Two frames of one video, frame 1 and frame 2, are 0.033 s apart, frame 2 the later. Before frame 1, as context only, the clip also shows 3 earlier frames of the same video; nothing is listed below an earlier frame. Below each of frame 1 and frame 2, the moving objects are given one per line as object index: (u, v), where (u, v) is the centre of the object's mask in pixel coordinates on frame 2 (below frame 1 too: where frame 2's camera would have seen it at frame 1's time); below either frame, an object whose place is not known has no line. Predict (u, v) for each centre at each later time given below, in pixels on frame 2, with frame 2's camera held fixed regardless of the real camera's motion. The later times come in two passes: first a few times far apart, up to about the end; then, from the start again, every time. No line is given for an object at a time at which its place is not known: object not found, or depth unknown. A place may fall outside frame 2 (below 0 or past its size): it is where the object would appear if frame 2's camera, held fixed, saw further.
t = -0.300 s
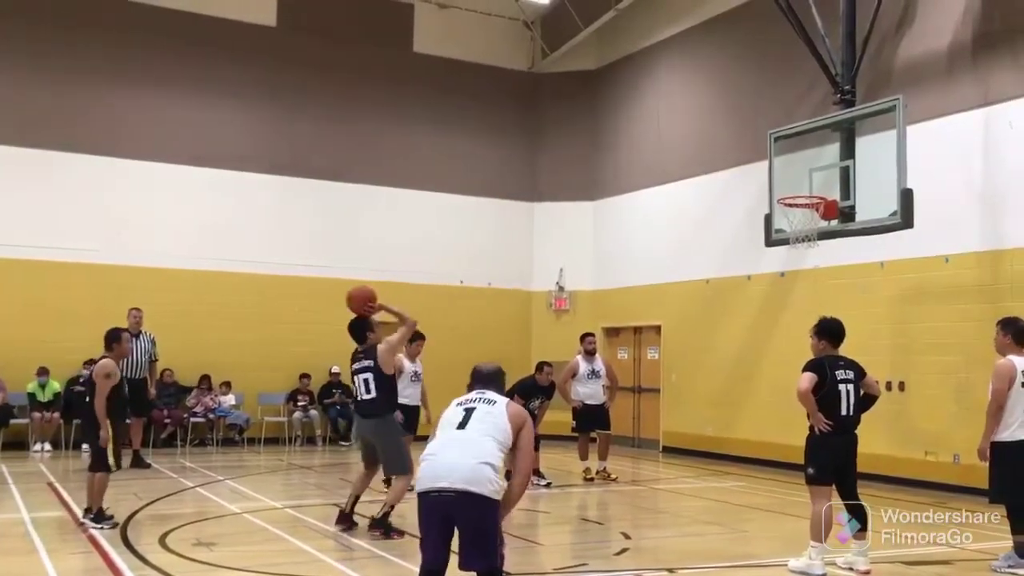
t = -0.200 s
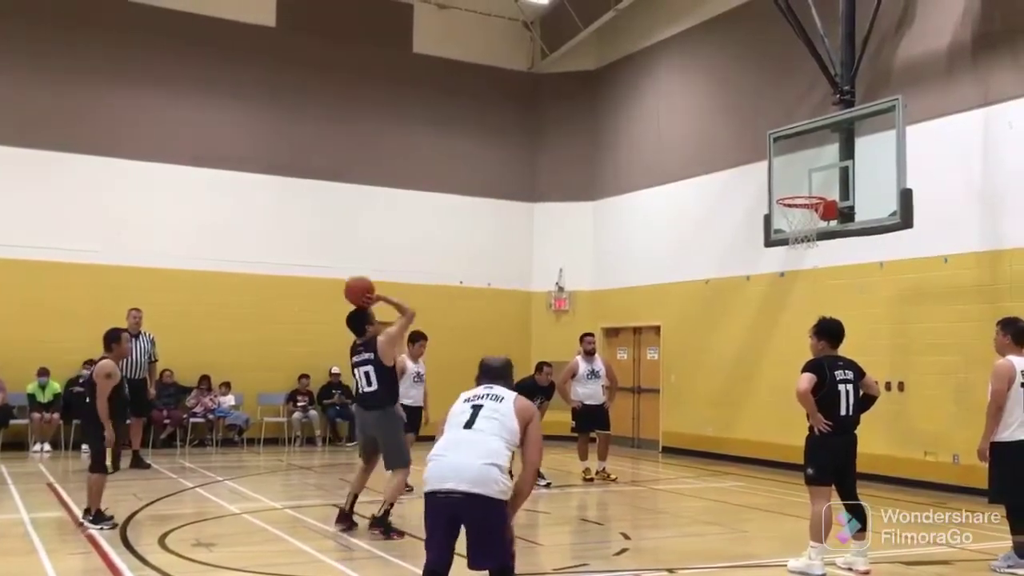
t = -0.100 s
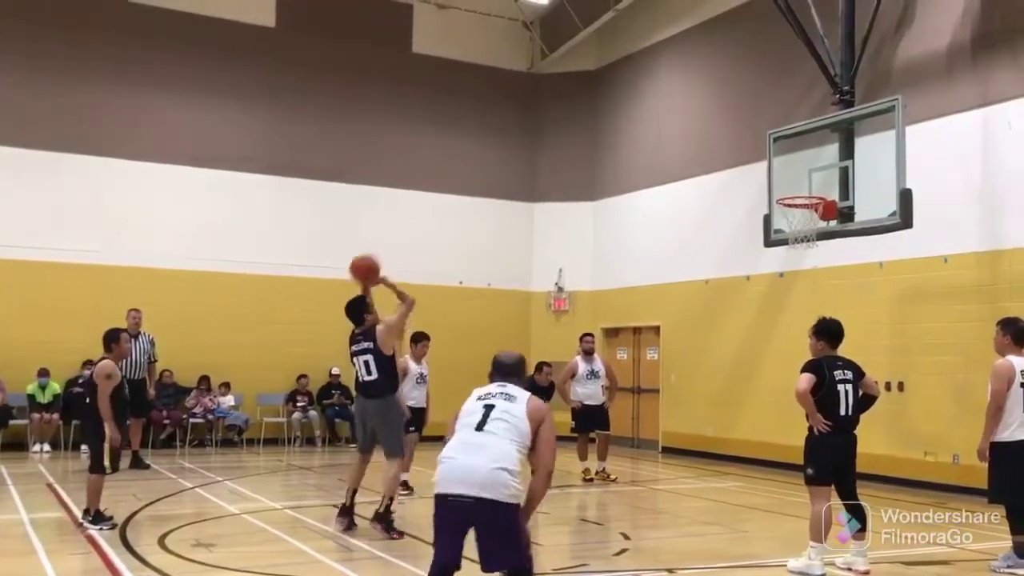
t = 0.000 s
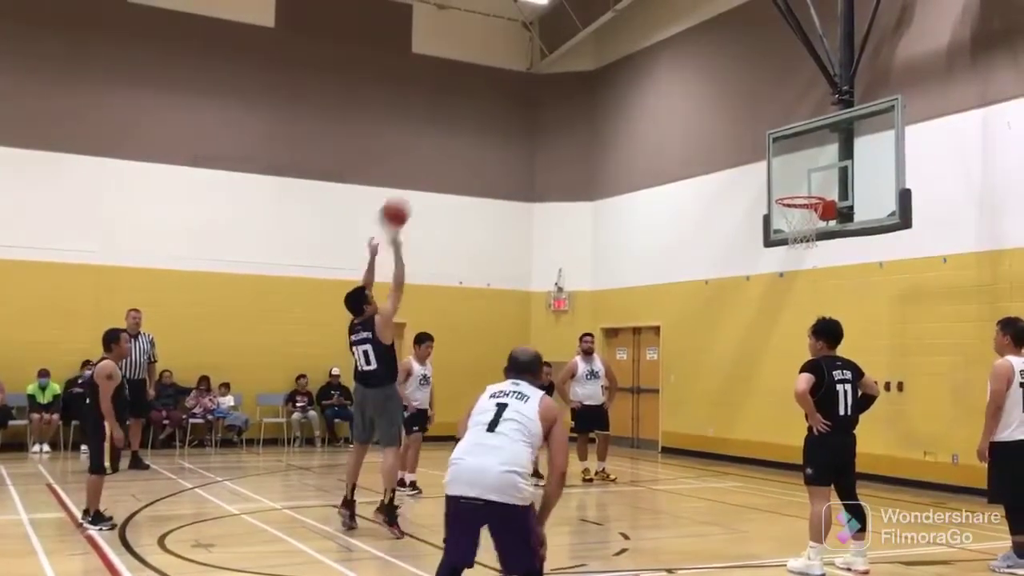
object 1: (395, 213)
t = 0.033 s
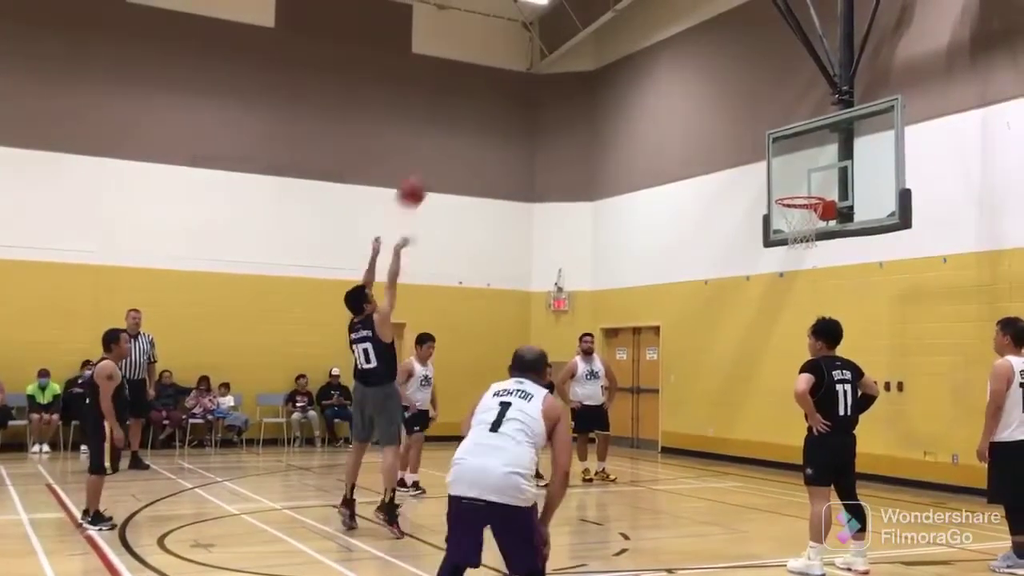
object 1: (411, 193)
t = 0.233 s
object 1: (507, 90)
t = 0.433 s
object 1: (591, 45)
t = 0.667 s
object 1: (679, 46)
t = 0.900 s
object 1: (758, 98)
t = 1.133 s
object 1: (817, 188)
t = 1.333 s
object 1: (781, 221)
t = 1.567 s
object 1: (775, 238)
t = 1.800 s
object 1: (769, 310)
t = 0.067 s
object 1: (429, 172)
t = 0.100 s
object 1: (444, 151)
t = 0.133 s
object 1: (460, 134)
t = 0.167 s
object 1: (474, 119)
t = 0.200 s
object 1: (491, 103)
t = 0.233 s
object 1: (507, 90)
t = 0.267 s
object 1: (520, 79)
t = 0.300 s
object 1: (535, 70)
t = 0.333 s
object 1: (550, 64)
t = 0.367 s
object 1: (564, 57)
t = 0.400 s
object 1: (577, 50)
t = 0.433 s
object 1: (591, 45)
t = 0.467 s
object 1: (603, 42)
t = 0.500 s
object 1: (616, 39)
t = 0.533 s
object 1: (629, 38)
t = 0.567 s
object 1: (641, 38)
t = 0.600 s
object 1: (654, 40)
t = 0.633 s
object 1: (667, 43)
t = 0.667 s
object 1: (679, 46)
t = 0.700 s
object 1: (690, 50)
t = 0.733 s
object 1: (703, 55)
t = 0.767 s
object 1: (714, 62)
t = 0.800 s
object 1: (725, 70)
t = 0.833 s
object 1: (737, 78)
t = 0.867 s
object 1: (748, 87)
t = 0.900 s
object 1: (758, 98)
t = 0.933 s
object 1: (770, 110)
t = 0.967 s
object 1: (780, 122)
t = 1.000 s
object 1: (791, 136)
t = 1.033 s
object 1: (801, 149)
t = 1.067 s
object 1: (811, 163)
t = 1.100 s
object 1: (821, 178)
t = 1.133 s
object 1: (817, 188)
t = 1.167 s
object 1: (810, 199)
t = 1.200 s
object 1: (800, 209)
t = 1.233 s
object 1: (792, 219)
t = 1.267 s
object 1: (787, 222)
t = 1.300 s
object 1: (783, 221)
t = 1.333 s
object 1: (781, 221)
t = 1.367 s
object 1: (780, 221)
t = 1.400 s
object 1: (777, 221)
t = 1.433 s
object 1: (777, 223)
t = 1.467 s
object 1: (776, 225)
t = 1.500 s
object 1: (776, 227)
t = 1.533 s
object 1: (774, 233)
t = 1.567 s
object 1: (775, 238)
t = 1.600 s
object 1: (774, 246)
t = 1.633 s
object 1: (773, 254)
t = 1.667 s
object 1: (772, 263)
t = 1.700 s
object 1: (771, 273)
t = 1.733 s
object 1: (771, 284)
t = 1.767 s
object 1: (770, 297)
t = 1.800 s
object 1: (769, 310)
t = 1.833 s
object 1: (768, 324)
